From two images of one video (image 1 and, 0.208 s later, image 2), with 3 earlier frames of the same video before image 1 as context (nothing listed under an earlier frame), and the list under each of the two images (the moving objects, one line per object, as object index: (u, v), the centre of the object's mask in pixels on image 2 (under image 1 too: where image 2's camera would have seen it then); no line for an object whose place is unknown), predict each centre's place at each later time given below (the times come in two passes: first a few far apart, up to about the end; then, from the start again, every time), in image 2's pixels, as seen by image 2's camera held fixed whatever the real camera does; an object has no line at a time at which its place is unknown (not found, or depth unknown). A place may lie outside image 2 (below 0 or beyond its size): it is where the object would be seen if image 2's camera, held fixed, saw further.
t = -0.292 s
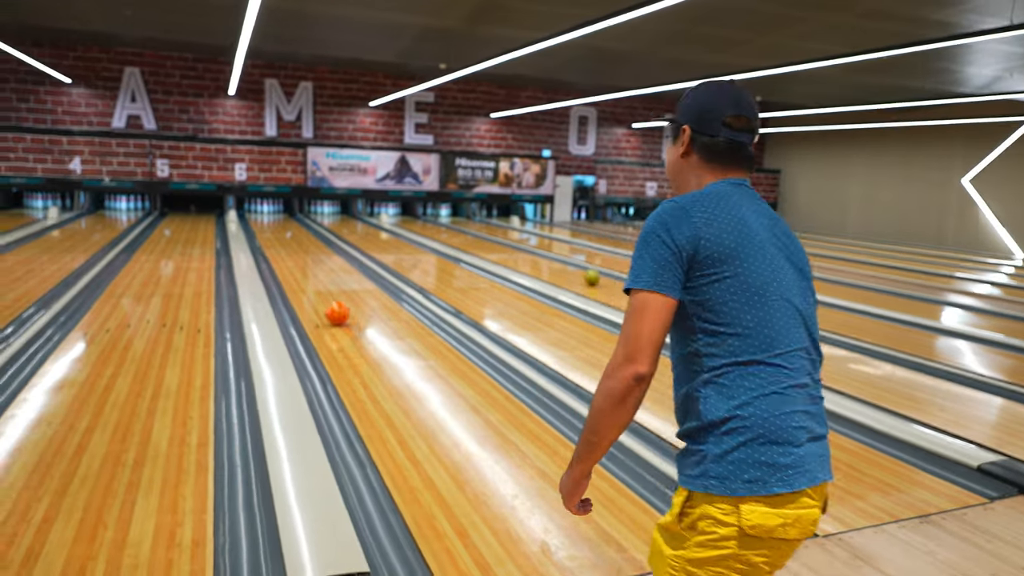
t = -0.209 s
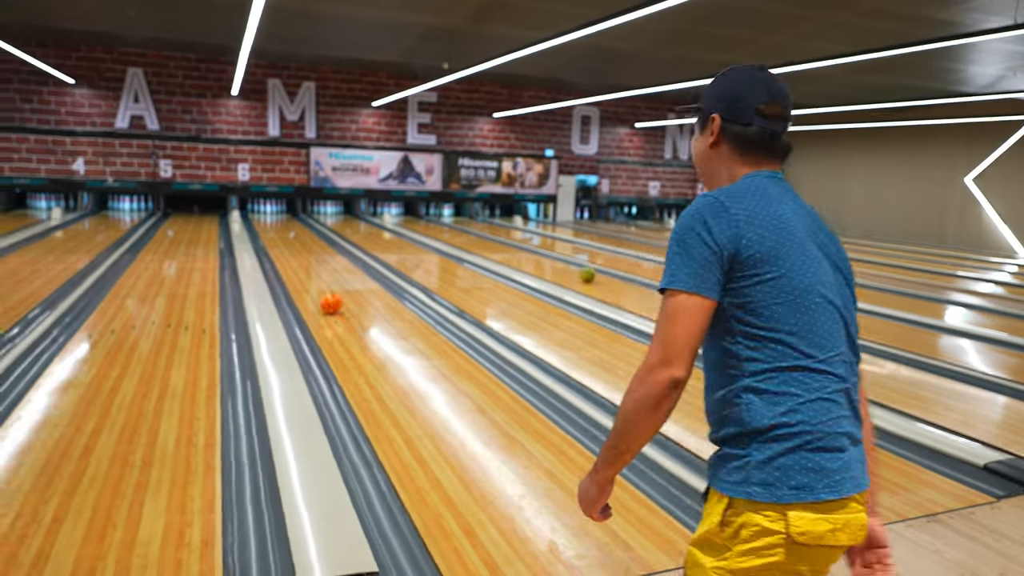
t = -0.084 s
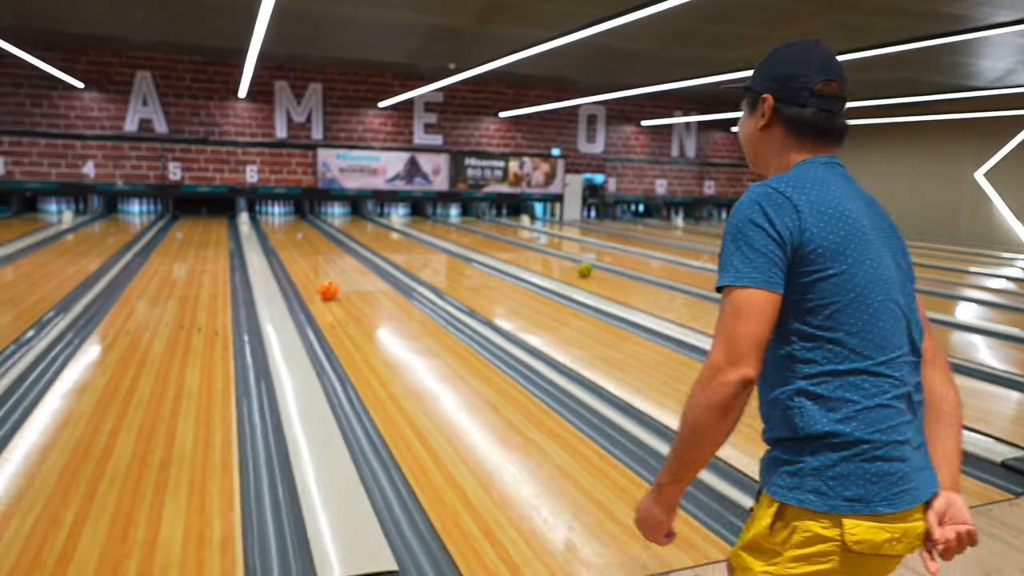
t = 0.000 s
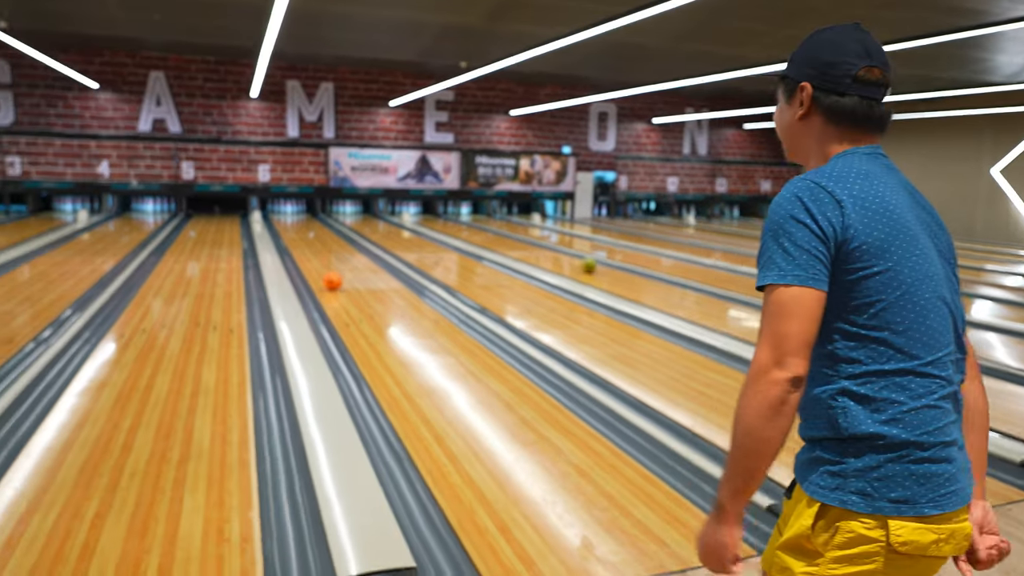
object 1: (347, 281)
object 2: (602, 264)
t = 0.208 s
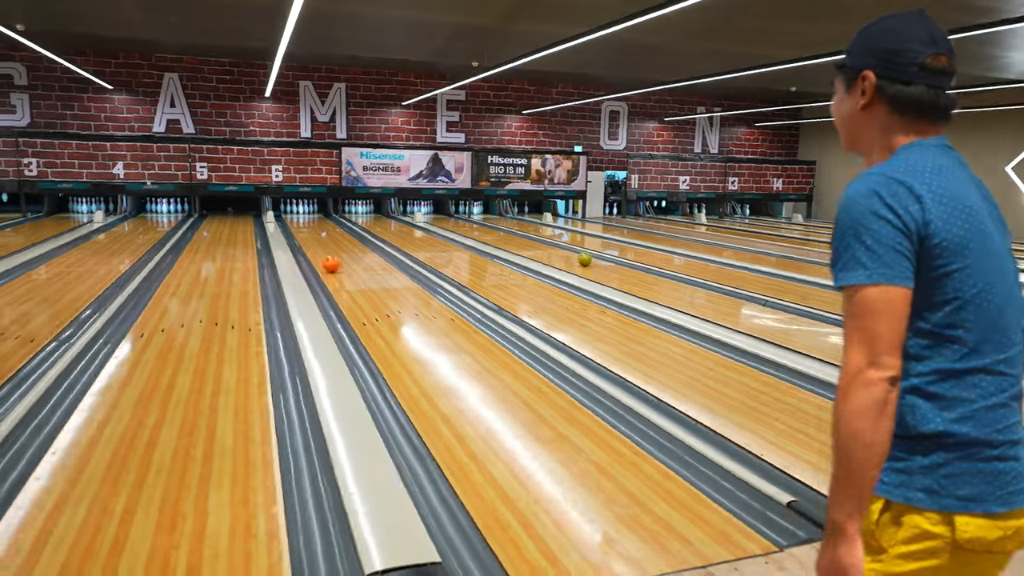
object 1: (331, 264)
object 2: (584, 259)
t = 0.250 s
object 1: (328, 262)
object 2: (581, 258)
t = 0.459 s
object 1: (315, 251)
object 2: (566, 254)
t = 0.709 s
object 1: (304, 240)
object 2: (549, 249)
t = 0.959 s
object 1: (292, 233)
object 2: (534, 245)
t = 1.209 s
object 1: (286, 229)
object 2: (520, 240)
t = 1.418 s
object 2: (511, 238)
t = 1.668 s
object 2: (497, 235)
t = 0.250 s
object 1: (328, 262)
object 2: (581, 258)
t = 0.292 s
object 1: (325, 260)
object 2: (579, 257)
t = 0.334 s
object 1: (322, 258)
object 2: (575, 256)
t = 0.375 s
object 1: (320, 255)
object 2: (572, 256)
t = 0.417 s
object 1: (317, 253)
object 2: (569, 254)
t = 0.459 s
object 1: (315, 251)
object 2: (566, 254)
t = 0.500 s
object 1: (313, 249)
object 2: (563, 253)
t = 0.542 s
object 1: (310, 247)
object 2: (560, 252)
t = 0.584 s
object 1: (308, 246)
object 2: (557, 251)
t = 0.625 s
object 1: (307, 244)
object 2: (554, 250)
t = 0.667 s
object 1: (306, 243)
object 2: (552, 250)
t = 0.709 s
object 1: (304, 240)
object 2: (549, 249)
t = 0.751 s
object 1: (302, 239)
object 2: (547, 248)
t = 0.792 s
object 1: (300, 238)
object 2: (544, 247)
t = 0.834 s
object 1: (298, 237)
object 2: (542, 246)
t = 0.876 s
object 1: (296, 235)
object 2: (539, 246)
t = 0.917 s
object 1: (294, 234)
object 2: (537, 245)
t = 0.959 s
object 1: (292, 233)
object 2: (534, 245)
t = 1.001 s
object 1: (291, 233)
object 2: (532, 244)
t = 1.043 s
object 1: (290, 233)
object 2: (529, 243)
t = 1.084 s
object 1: (287, 232)
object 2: (526, 243)
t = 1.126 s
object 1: (287, 231)
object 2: (524, 242)
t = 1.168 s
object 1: (287, 230)
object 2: (522, 241)
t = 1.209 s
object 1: (286, 229)
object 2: (520, 240)
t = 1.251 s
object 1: (285, 228)
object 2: (517, 240)
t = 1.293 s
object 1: (284, 227)
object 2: (515, 239)
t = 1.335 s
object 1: (284, 227)
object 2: (513, 239)
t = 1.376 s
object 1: (284, 226)
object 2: (513, 239)
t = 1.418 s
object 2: (511, 238)
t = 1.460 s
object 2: (508, 237)
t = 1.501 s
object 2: (505, 236)
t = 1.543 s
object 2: (502, 236)
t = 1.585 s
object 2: (502, 235)
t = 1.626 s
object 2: (500, 235)
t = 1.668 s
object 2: (497, 235)
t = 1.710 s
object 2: (496, 234)
